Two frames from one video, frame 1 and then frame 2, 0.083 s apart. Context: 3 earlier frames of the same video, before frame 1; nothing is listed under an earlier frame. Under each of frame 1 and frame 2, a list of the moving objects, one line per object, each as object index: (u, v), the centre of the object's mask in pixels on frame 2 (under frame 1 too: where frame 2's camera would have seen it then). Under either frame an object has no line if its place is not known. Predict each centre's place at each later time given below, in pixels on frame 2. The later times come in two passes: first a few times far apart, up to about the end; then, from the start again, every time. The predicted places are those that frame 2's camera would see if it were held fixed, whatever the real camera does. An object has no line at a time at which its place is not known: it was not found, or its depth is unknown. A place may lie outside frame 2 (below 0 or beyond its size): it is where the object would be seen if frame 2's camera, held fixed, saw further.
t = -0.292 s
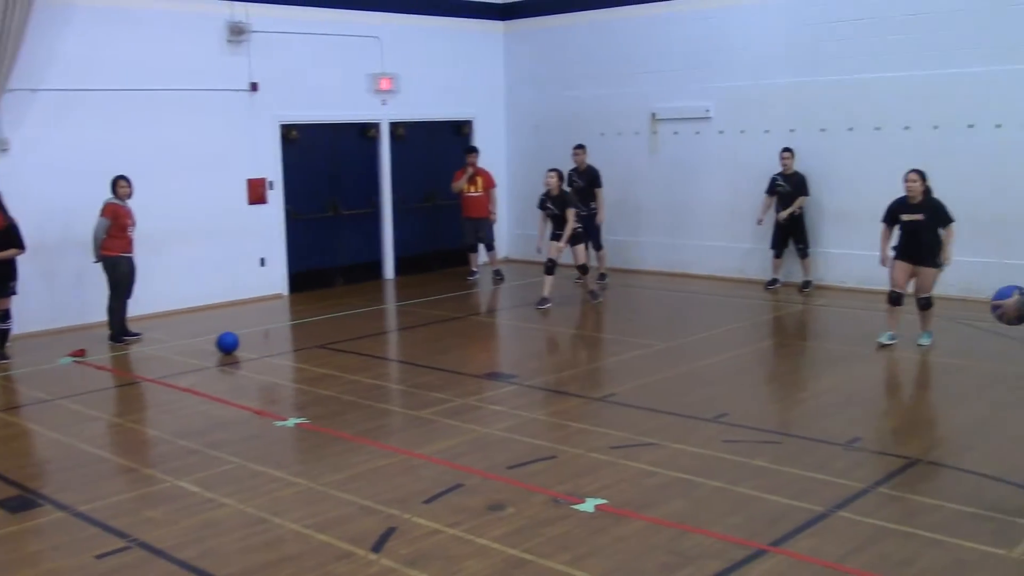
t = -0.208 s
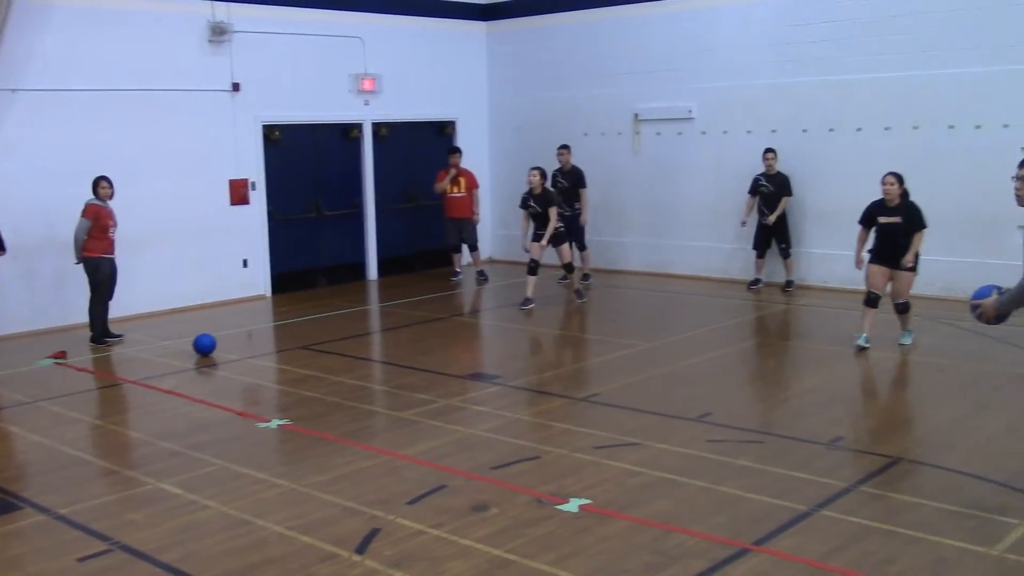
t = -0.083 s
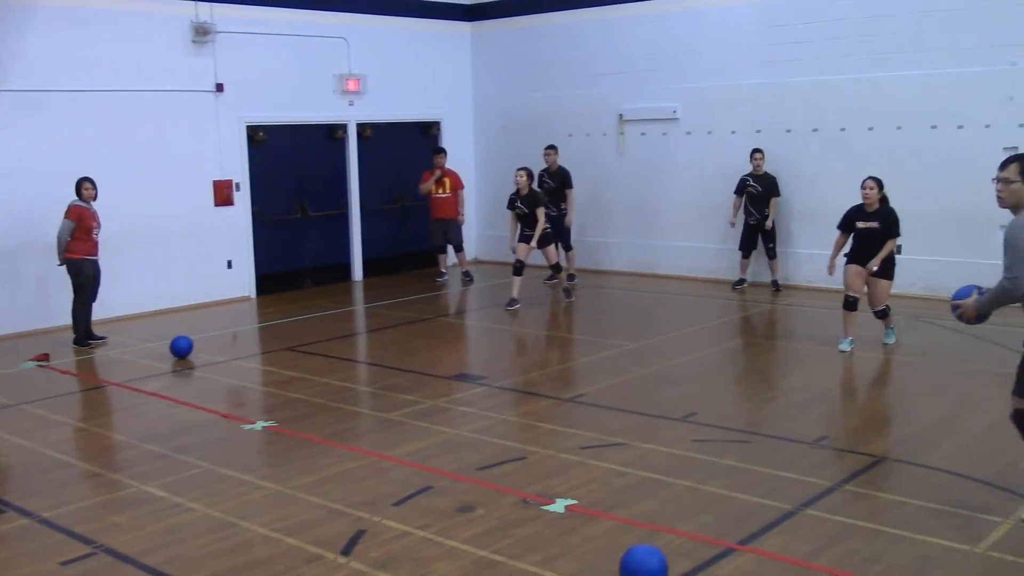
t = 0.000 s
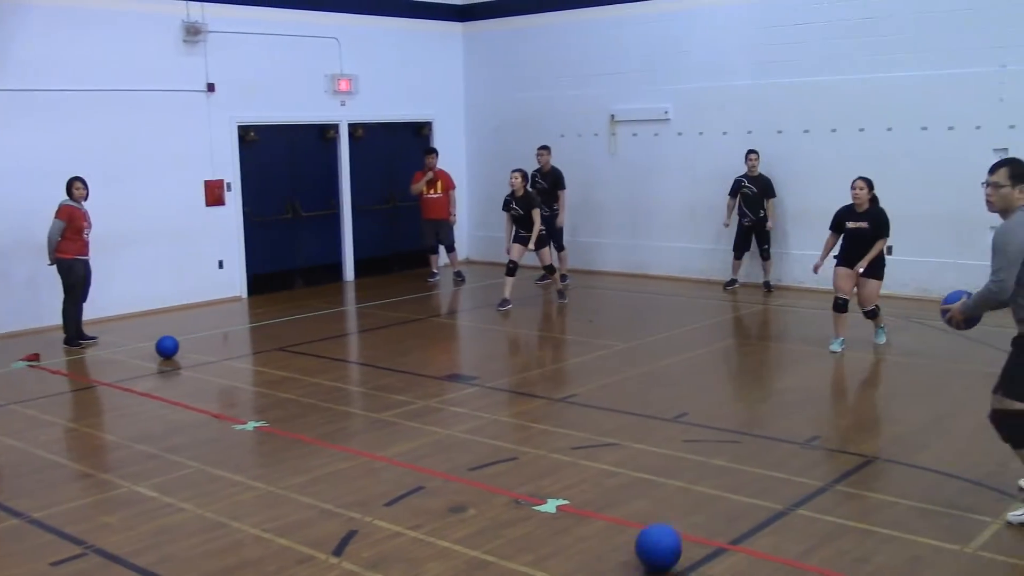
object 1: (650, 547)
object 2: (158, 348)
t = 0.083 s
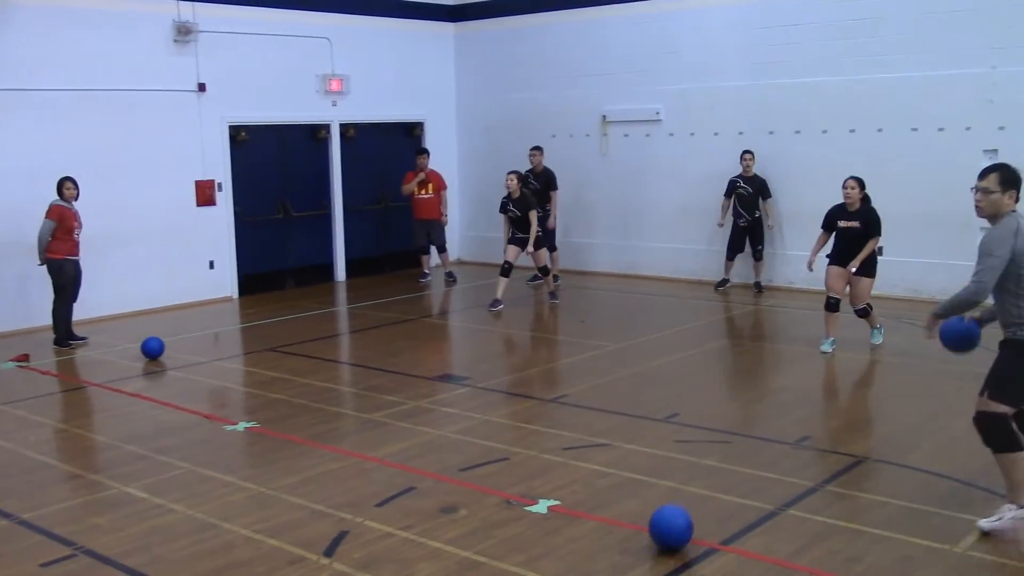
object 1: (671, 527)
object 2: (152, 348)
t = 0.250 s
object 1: (709, 493)
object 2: (142, 349)
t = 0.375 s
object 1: (734, 471)
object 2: (134, 349)
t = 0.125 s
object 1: (683, 516)
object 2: (149, 349)
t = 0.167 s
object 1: (691, 509)
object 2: (147, 349)
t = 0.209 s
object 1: (702, 499)
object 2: (144, 349)
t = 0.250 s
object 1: (709, 493)
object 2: (142, 349)
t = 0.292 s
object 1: (718, 485)
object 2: (139, 349)
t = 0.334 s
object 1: (725, 479)
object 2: (137, 349)
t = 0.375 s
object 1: (734, 471)
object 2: (134, 349)
